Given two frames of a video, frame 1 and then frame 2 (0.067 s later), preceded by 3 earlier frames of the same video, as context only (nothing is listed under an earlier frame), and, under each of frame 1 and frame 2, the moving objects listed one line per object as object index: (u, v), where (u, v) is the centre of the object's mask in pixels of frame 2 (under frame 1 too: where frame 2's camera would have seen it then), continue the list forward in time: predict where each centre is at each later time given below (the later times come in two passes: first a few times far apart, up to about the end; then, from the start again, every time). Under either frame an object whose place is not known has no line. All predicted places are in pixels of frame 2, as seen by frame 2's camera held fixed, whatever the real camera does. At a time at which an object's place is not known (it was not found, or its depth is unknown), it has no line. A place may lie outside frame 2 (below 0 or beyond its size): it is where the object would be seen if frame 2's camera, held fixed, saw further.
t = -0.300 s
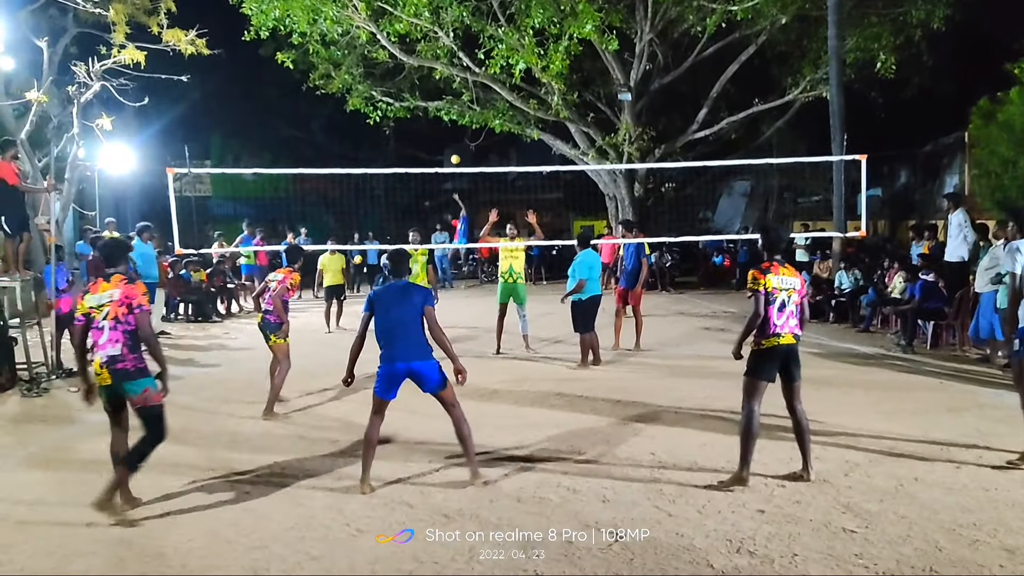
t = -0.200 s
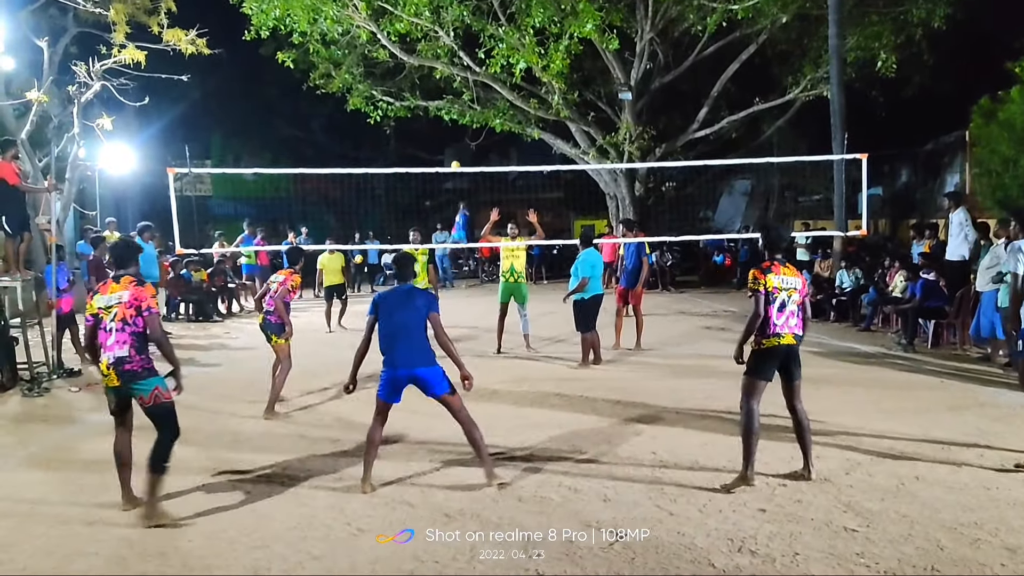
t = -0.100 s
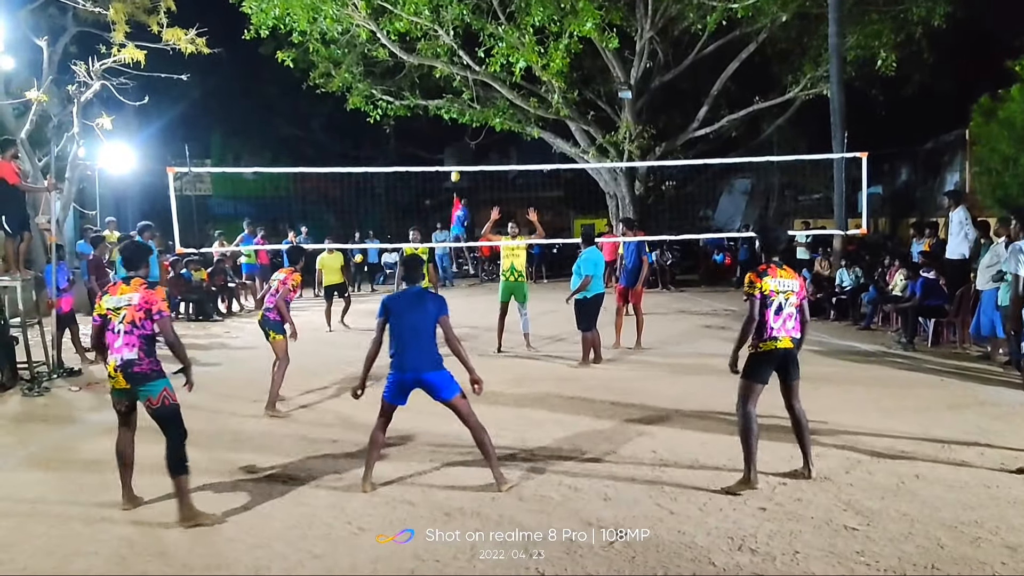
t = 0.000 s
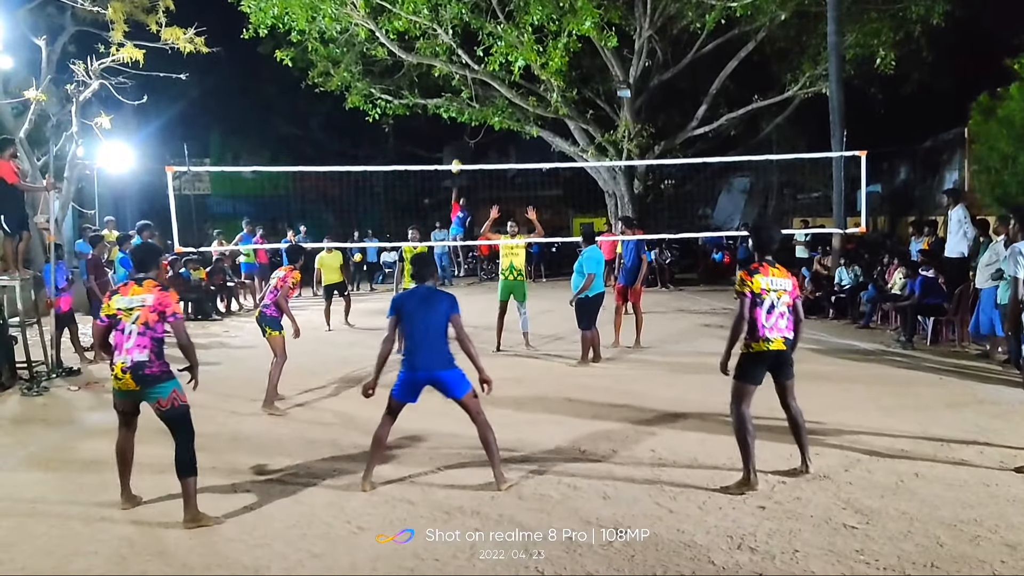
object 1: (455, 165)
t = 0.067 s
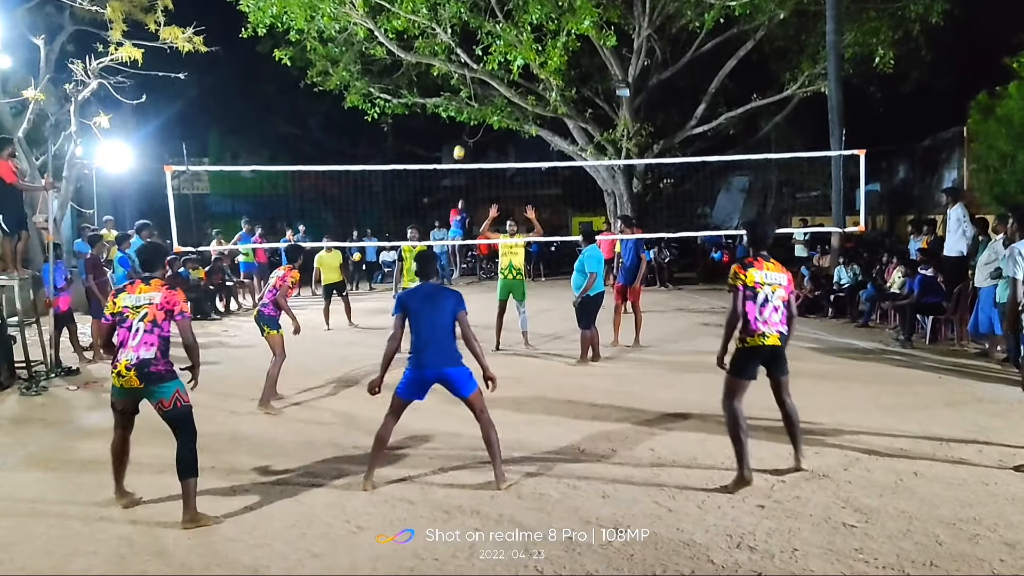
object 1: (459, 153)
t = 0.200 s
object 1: (470, 134)
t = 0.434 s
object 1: (510, 142)
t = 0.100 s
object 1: (461, 147)
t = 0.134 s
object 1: (464, 142)
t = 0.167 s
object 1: (467, 138)
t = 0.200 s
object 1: (470, 134)
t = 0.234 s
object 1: (473, 132)
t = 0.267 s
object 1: (478, 130)
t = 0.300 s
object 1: (483, 130)
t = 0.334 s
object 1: (489, 130)
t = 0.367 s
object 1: (495, 132)
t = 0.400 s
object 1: (502, 136)
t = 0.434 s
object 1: (510, 142)
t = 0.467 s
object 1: (519, 150)
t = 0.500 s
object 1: (528, 160)
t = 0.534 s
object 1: (540, 174)
